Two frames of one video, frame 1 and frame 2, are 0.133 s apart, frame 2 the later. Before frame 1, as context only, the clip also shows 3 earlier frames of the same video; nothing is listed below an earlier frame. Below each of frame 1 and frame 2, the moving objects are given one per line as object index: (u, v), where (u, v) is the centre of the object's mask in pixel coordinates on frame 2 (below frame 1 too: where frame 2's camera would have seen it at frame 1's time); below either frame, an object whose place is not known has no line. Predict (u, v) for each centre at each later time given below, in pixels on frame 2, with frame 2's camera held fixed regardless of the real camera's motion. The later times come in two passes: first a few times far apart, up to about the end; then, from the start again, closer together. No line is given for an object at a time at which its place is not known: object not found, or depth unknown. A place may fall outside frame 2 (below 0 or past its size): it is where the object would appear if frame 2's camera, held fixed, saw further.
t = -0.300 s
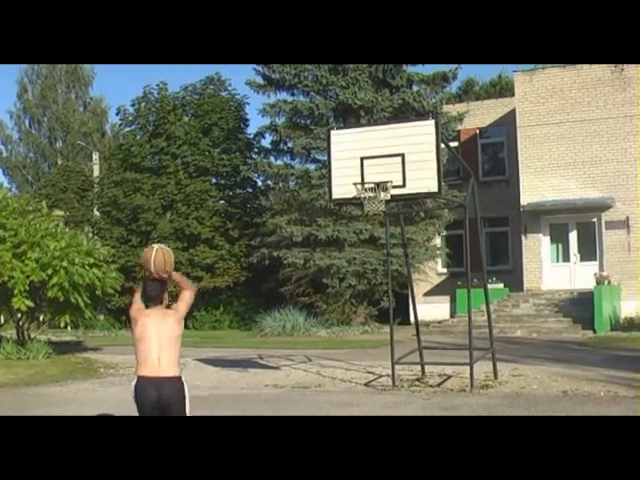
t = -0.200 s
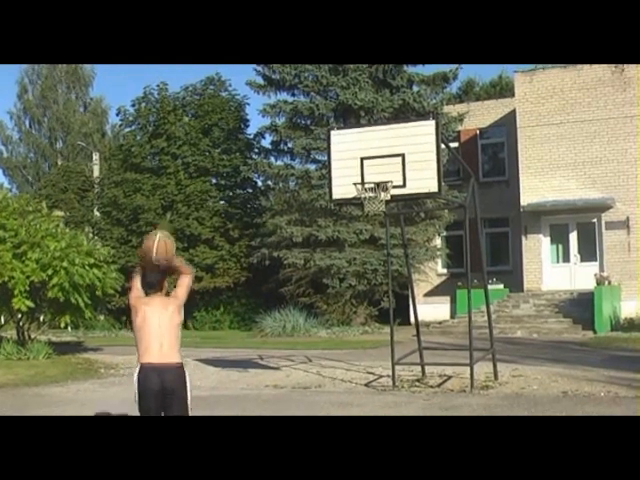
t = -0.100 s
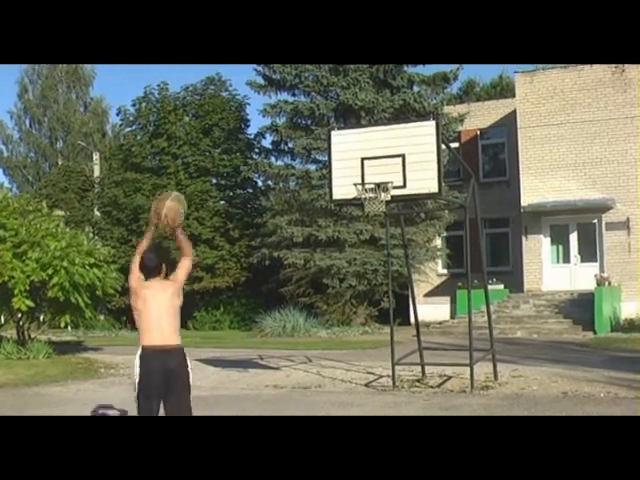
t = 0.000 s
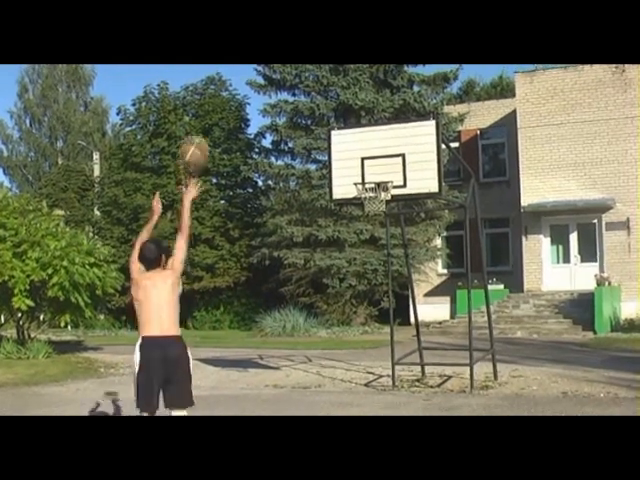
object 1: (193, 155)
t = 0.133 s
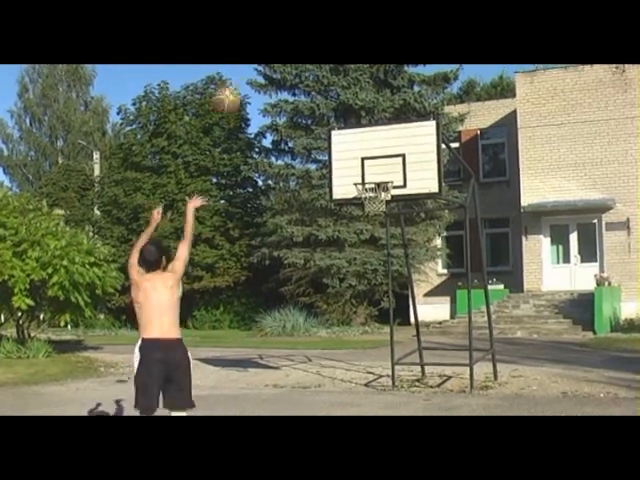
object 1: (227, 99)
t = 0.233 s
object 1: (248, 76)
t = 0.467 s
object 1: (295, 69)
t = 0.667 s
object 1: (326, 95)
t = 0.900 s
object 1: (357, 165)
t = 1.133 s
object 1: (382, 200)
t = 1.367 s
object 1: (399, 229)
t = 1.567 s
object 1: (412, 284)
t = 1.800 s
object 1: (429, 394)
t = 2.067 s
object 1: (436, 321)
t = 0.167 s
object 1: (234, 89)
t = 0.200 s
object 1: (243, 81)
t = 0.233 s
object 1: (248, 76)
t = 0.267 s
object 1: (255, 72)
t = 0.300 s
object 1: (262, 71)
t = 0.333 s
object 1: (268, 70)
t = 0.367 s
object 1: (277, 69)
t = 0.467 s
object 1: (295, 69)
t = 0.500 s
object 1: (300, 71)
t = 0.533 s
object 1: (305, 72)
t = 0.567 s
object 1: (312, 76)
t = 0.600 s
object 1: (317, 82)
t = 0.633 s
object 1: (321, 87)
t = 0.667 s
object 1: (326, 95)
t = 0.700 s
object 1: (332, 103)
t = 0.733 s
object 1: (337, 111)
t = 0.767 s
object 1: (341, 121)
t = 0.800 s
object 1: (345, 130)
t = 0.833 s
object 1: (348, 140)
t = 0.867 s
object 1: (353, 153)
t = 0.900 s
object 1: (357, 165)
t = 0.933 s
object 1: (361, 175)
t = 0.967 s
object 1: (368, 190)
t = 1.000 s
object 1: (366, 193)
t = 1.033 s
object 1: (377, 203)
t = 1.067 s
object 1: (378, 205)
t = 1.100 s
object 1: (381, 201)
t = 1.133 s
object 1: (382, 200)
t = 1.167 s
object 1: (384, 202)
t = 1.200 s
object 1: (386, 203)
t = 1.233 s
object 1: (389, 208)
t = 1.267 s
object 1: (391, 211)
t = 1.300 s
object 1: (393, 214)
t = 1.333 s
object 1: (396, 220)
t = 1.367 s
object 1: (399, 229)
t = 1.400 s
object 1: (400, 235)
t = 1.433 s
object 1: (402, 242)
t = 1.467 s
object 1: (406, 250)
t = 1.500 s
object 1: (408, 263)
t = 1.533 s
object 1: (410, 272)
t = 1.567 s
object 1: (412, 284)
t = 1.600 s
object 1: (416, 298)
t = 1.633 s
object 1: (418, 308)
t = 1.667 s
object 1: (419, 324)
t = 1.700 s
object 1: (424, 341)
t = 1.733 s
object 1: (425, 354)
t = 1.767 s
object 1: (428, 374)
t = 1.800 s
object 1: (429, 394)
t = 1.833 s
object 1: (430, 398)
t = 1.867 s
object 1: (432, 386)
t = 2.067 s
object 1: (436, 321)
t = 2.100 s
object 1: (437, 312)
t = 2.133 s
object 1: (437, 306)
